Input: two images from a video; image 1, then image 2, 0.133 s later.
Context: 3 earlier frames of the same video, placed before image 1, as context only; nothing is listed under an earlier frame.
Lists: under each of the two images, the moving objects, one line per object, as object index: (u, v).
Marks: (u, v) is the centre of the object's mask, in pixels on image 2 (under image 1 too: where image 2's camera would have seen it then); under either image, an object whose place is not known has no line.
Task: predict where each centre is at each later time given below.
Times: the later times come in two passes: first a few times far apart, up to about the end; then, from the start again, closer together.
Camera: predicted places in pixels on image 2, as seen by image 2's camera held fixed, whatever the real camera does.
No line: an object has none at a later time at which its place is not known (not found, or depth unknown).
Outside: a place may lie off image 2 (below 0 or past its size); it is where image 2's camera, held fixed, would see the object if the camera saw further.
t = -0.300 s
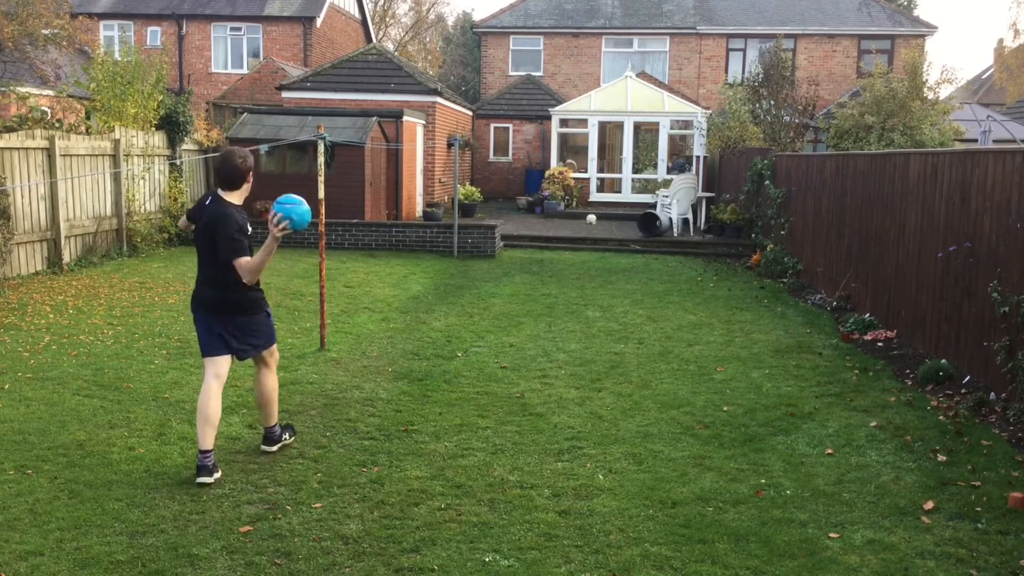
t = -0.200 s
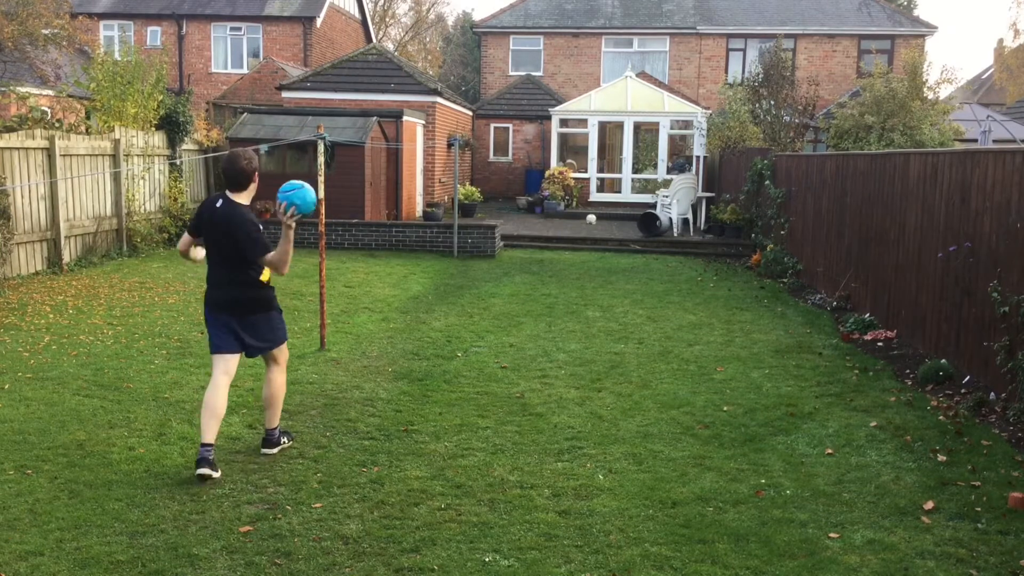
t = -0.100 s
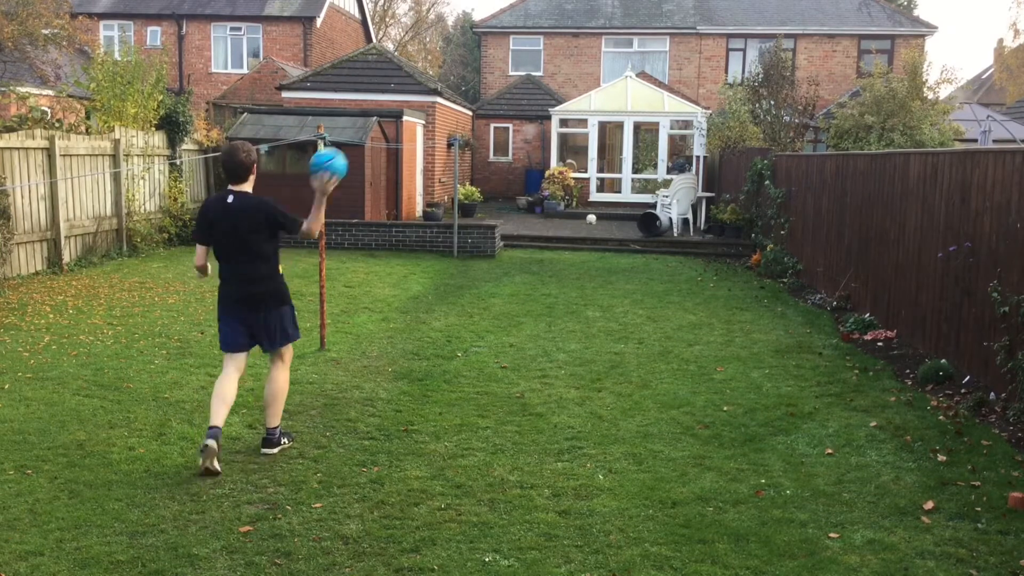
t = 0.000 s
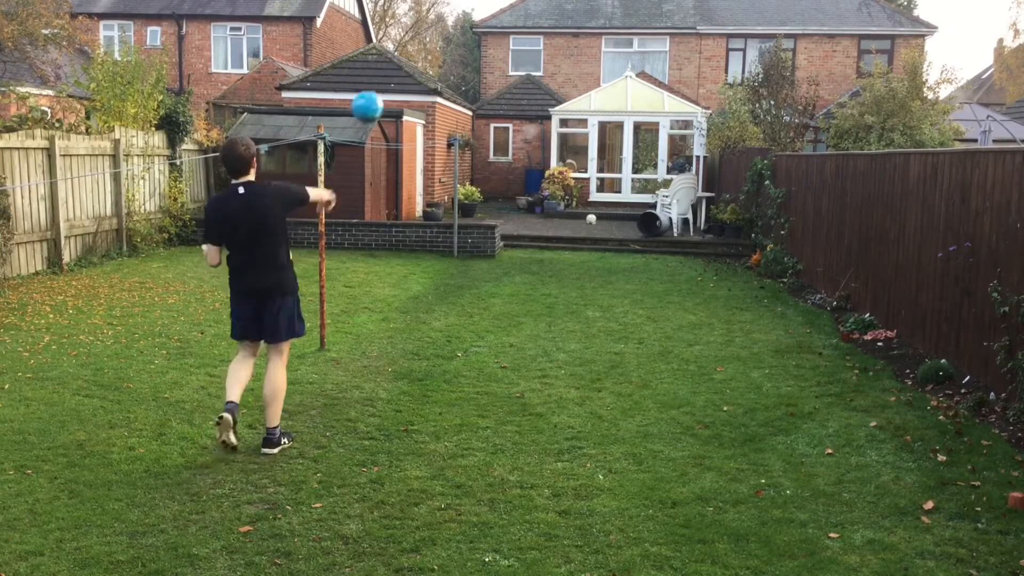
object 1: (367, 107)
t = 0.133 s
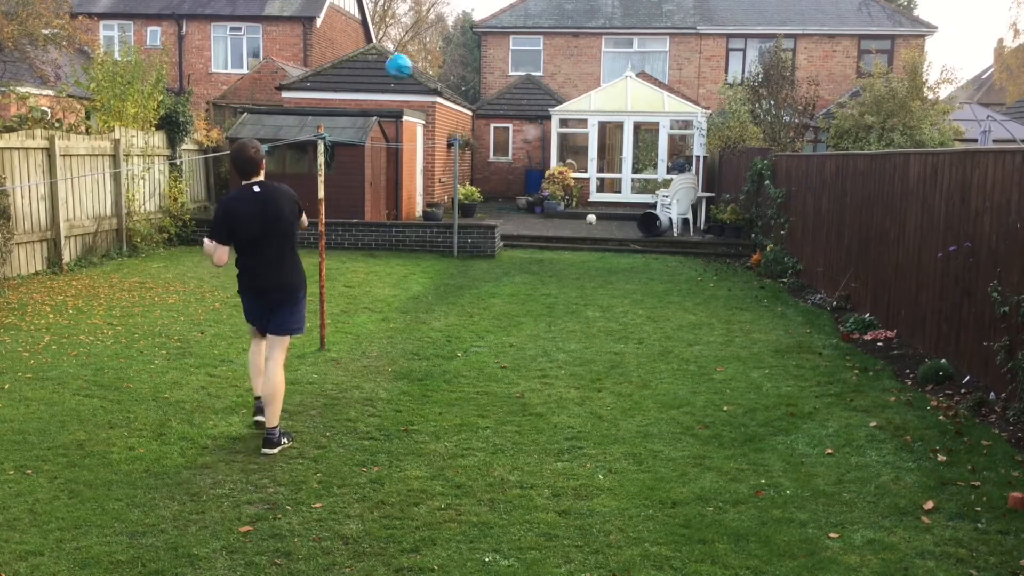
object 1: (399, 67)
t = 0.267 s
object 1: (419, 54)
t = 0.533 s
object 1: (440, 76)
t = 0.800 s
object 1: (447, 132)
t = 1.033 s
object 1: (458, 151)
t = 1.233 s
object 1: (463, 181)
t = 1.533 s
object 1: (470, 269)
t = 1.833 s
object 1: (478, 254)
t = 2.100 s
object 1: (484, 274)
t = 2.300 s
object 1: (487, 278)
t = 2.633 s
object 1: (493, 282)
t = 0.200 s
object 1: (410, 58)
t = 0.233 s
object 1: (415, 56)
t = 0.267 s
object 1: (419, 54)
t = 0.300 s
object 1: (423, 54)
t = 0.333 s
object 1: (426, 55)
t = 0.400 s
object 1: (432, 60)
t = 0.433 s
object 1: (434, 63)
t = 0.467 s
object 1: (436, 67)
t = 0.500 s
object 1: (438, 71)
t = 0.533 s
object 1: (440, 76)
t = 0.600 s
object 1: (442, 87)
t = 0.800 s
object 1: (447, 132)
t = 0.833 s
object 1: (447, 140)
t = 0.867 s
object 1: (449, 146)
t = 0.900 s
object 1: (454, 145)
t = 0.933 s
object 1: (455, 145)
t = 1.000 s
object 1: (457, 148)
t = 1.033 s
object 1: (458, 151)
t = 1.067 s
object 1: (458, 154)
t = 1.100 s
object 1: (459, 158)
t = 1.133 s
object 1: (460, 163)
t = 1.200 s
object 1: (462, 174)
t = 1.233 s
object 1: (463, 181)
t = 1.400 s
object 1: (466, 227)
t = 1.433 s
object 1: (467, 238)
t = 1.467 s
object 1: (468, 250)
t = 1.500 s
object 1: (469, 264)
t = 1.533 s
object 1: (470, 269)
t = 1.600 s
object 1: (471, 261)
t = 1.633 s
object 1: (472, 258)
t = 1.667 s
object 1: (473, 255)
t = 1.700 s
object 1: (474, 254)
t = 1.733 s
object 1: (475, 253)
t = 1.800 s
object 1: (477, 253)
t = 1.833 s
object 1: (478, 254)
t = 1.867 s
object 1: (479, 257)
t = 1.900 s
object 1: (480, 260)
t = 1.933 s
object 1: (481, 263)
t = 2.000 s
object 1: (482, 273)
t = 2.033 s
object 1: (482, 275)
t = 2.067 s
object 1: (483, 275)
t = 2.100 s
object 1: (484, 274)
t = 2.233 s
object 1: (485, 278)
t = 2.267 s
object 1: (486, 278)
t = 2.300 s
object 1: (487, 278)
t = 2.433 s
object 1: (489, 280)
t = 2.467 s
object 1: (490, 280)
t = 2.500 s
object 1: (490, 281)
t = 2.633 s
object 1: (493, 282)
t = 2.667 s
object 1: (494, 283)
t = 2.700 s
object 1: (495, 283)
